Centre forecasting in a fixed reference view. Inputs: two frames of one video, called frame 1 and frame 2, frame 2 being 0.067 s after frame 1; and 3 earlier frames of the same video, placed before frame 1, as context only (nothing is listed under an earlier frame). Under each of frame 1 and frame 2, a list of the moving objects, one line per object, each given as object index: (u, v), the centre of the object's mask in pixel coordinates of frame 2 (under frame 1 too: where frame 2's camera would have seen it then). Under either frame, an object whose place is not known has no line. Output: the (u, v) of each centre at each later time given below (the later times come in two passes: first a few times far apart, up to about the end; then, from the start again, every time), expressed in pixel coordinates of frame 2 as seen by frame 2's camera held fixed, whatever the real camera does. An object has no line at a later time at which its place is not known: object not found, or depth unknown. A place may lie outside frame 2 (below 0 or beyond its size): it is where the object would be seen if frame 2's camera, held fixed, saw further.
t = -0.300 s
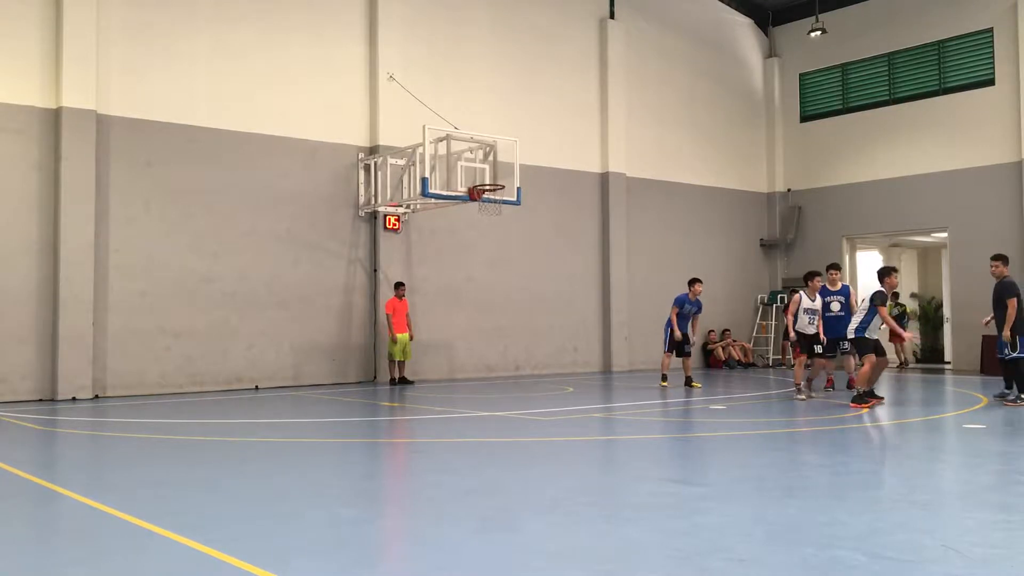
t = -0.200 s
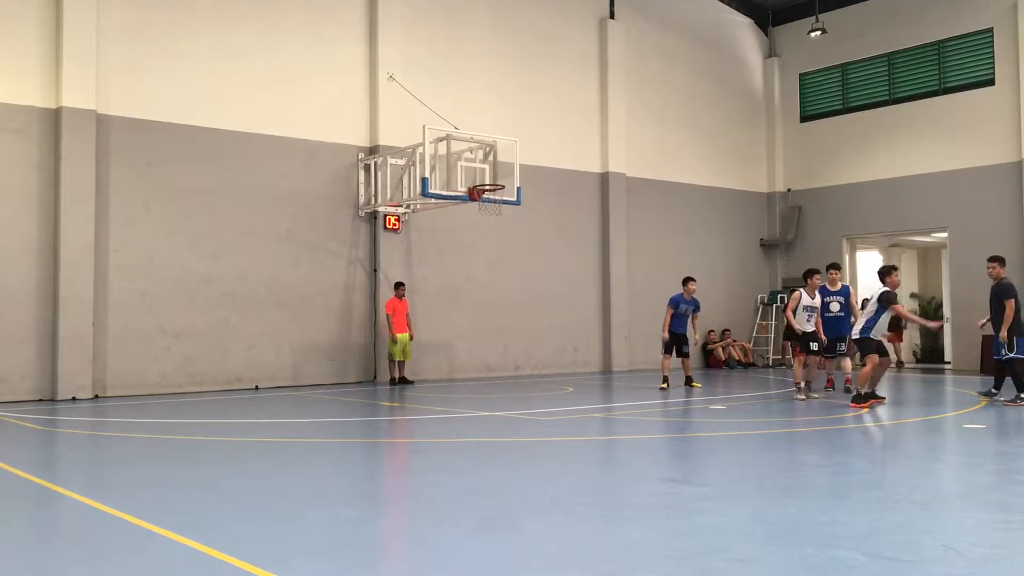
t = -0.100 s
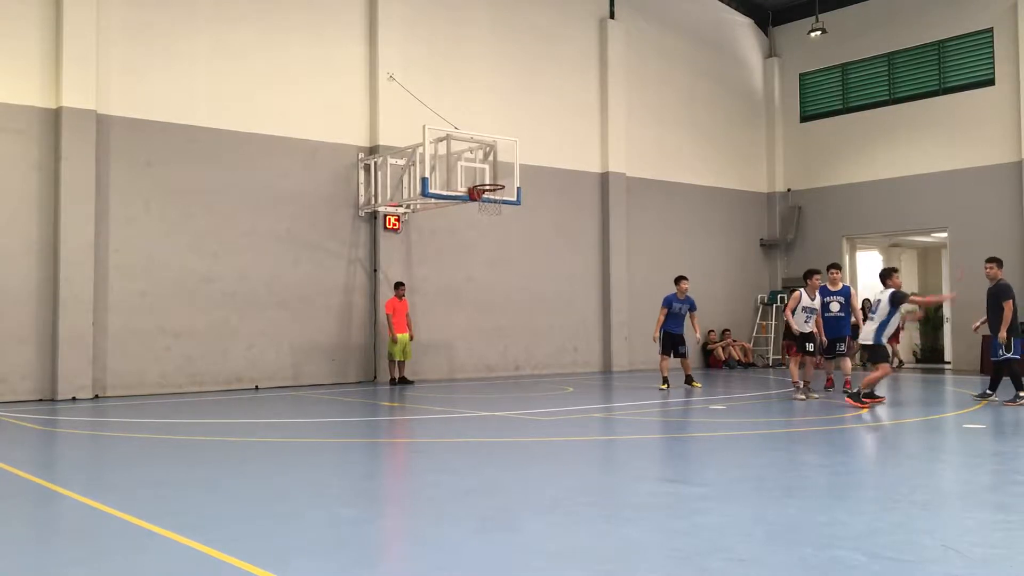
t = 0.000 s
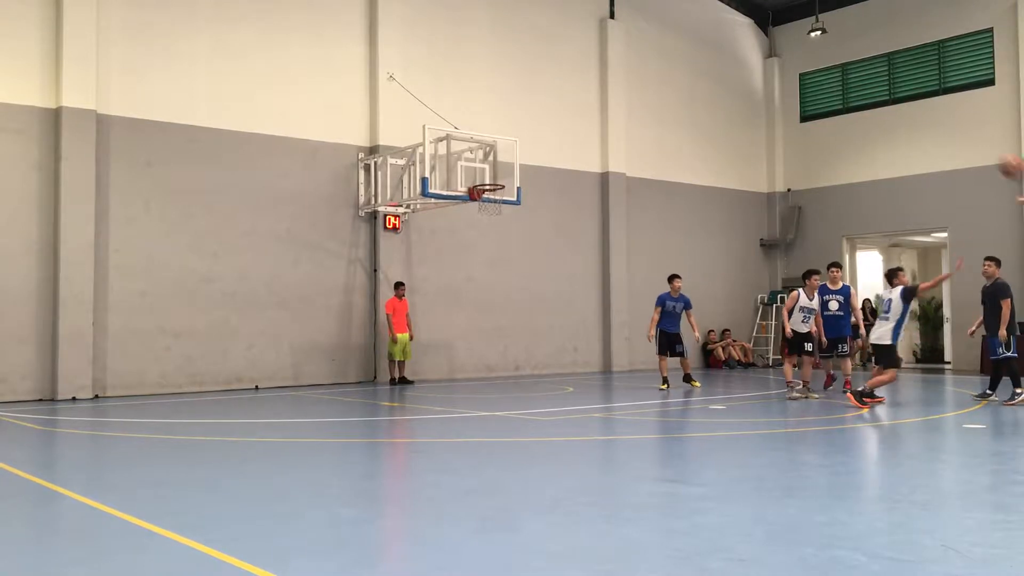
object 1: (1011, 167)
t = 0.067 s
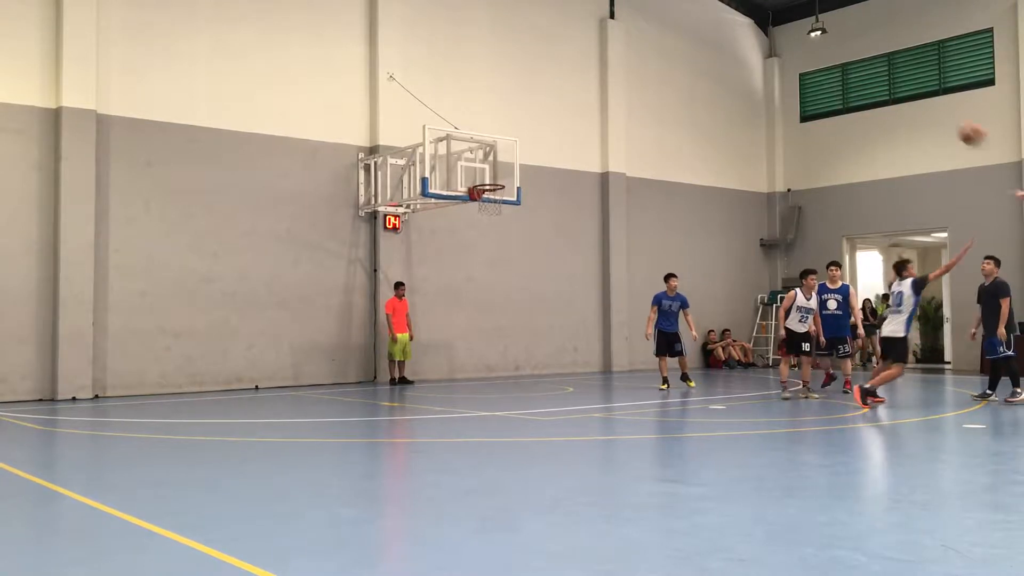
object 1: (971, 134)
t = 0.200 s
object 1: (895, 82)
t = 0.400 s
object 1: (795, 40)
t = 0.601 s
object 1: (706, 31)
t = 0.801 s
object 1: (628, 49)
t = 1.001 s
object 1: (560, 93)
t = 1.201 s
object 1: (498, 156)
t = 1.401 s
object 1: (508, 141)
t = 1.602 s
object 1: (556, 97)
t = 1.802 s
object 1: (606, 77)
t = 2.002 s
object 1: (655, 83)
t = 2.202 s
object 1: (705, 116)
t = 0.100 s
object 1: (951, 120)
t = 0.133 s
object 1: (932, 106)
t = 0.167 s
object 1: (914, 93)
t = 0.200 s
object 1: (895, 82)
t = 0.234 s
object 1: (878, 72)
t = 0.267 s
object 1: (861, 64)
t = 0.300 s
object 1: (843, 56)
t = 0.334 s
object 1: (826, 49)
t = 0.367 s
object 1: (811, 45)
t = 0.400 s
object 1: (795, 40)
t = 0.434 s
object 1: (779, 35)
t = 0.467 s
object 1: (764, 33)
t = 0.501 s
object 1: (749, 31)
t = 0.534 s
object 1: (734, 30)
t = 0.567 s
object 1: (720, 30)
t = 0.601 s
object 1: (706, 31)
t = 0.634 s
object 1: (693, 32)
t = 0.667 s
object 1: (679, 33)
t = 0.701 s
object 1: (666, 36)
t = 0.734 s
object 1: (654, 39)
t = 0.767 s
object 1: (641, 44)
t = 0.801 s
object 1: (628, 49)
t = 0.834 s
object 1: (616, 55)
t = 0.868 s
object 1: (605, 62)
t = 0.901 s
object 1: (593, 68)
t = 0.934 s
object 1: (582, 76)
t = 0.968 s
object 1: (570, 84)
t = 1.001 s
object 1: (560, 93)
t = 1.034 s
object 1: (549, 102)
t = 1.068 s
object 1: (538, 112)
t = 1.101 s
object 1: (527, 122)
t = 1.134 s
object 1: (518, 132)
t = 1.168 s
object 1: (507, 145)
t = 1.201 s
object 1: (498, 156)
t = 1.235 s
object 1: (488, 169)
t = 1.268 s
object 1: (478, 180)
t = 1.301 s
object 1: (485, 173)
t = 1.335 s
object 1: (494, 161)
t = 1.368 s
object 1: (500, 151)
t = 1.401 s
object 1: (508, 141)
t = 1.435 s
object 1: (517, 132)
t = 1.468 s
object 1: (525, 124)
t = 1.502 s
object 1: (532, 116)
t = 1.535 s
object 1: (540, 109)
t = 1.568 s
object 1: (548, 102)
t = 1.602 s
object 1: (556, 97)
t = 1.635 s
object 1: (564, 91)
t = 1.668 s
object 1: (572, 87)
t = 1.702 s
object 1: (581, 84)
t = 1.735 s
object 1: (589, 81)
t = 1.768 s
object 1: (597, 78)
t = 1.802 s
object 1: (606, 77)
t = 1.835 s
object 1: (614, 76)
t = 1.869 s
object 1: (622, 76)
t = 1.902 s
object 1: (631, 76)
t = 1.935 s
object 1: (639, 78)
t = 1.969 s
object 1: (647, 80)
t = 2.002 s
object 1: (655, 83)
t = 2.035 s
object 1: (664, 86)
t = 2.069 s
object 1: (672, 91)
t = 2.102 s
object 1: (680, 96)
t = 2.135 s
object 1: (689, 102)
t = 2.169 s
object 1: (697, 109)
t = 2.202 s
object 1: (705, 116)
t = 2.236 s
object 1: (714, 124)
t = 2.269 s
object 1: (723, 133)
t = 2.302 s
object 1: (731, 144)
